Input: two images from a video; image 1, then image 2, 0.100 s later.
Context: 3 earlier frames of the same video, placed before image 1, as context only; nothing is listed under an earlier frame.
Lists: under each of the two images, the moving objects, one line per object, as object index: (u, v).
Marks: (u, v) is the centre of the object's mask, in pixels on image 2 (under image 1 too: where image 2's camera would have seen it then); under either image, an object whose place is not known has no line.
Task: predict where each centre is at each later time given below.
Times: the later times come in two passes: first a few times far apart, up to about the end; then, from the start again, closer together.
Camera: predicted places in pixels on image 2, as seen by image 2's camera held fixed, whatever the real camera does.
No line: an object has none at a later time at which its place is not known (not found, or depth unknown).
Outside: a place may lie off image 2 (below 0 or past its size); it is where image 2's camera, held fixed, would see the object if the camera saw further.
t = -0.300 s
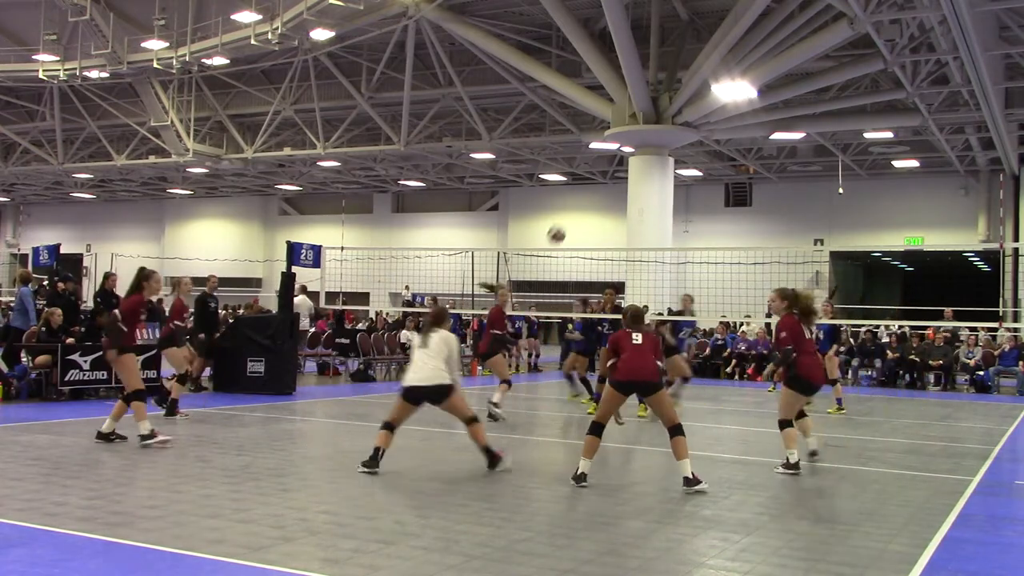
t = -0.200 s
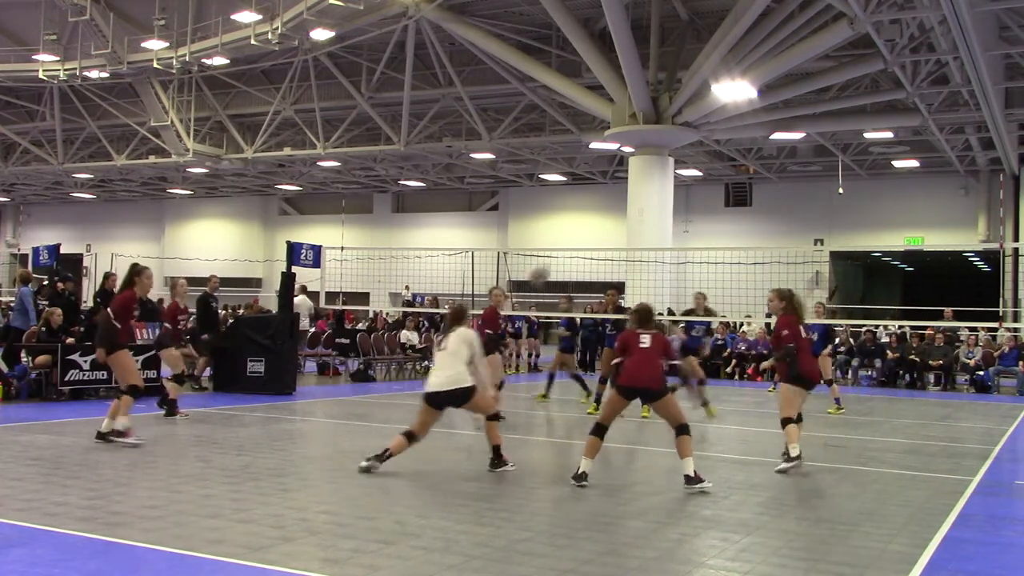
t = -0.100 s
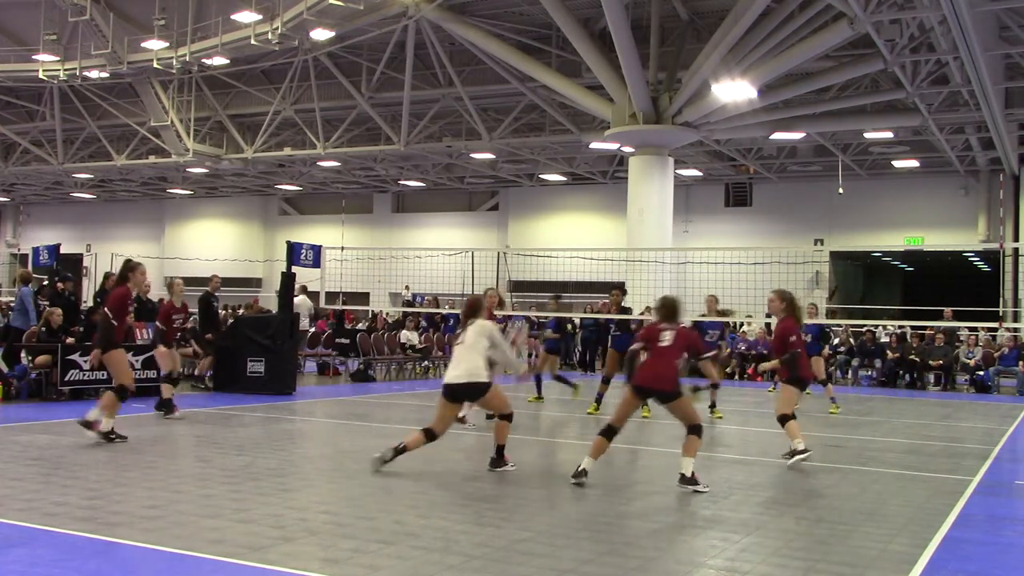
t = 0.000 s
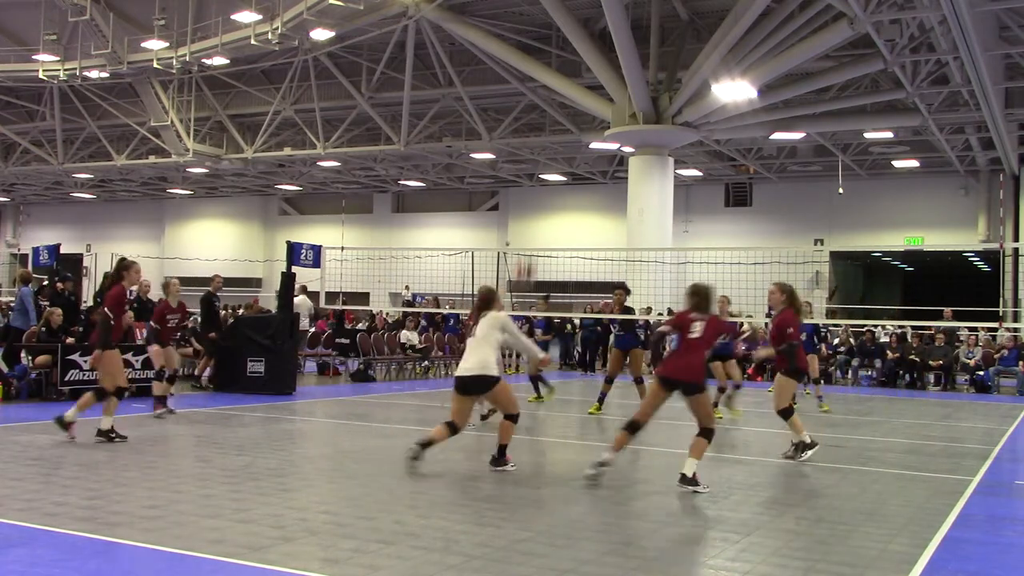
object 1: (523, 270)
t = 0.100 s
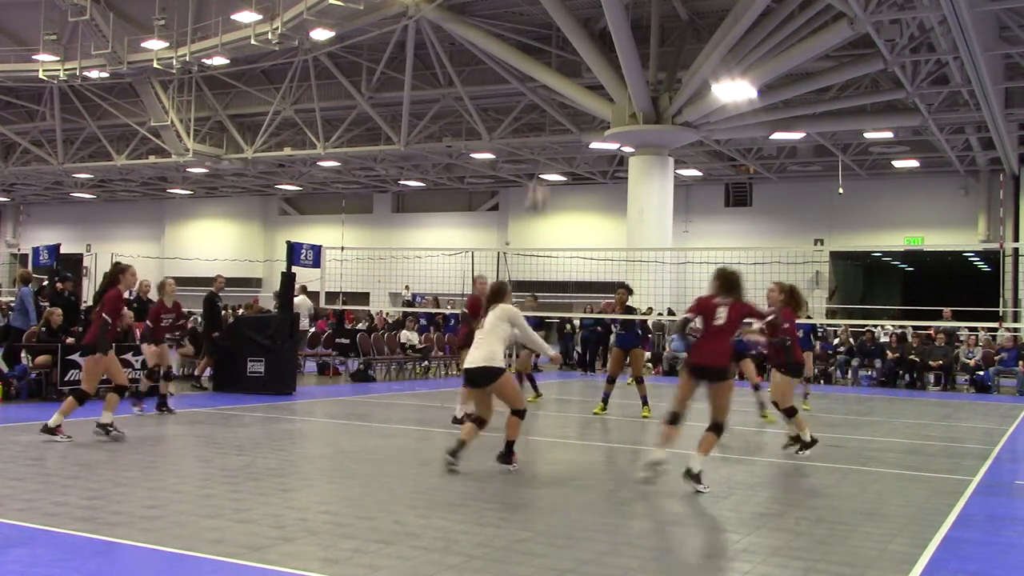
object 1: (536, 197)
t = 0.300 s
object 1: (556, 93)
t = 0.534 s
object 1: (579, 30)
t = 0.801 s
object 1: (599, 28)
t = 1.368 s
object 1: (630, 218)
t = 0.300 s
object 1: (556, 93)
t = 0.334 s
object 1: (562, 77)
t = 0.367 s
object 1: (565, 66)
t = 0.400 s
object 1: (567, 58)
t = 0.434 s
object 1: (570, 50)
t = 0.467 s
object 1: (572, 41)
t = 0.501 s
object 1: (576, 35)
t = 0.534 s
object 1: (579, 30)
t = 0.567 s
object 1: (582, 26)
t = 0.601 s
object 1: (585, 23)
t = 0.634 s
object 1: (587, 21)
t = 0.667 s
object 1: (590, 21)
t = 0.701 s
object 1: (592, 22)
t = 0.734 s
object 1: (594, 23)
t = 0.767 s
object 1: (596, 25)
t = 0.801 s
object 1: (599, 28)
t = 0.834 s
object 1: (601, 32)
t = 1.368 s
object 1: (630, 218)
